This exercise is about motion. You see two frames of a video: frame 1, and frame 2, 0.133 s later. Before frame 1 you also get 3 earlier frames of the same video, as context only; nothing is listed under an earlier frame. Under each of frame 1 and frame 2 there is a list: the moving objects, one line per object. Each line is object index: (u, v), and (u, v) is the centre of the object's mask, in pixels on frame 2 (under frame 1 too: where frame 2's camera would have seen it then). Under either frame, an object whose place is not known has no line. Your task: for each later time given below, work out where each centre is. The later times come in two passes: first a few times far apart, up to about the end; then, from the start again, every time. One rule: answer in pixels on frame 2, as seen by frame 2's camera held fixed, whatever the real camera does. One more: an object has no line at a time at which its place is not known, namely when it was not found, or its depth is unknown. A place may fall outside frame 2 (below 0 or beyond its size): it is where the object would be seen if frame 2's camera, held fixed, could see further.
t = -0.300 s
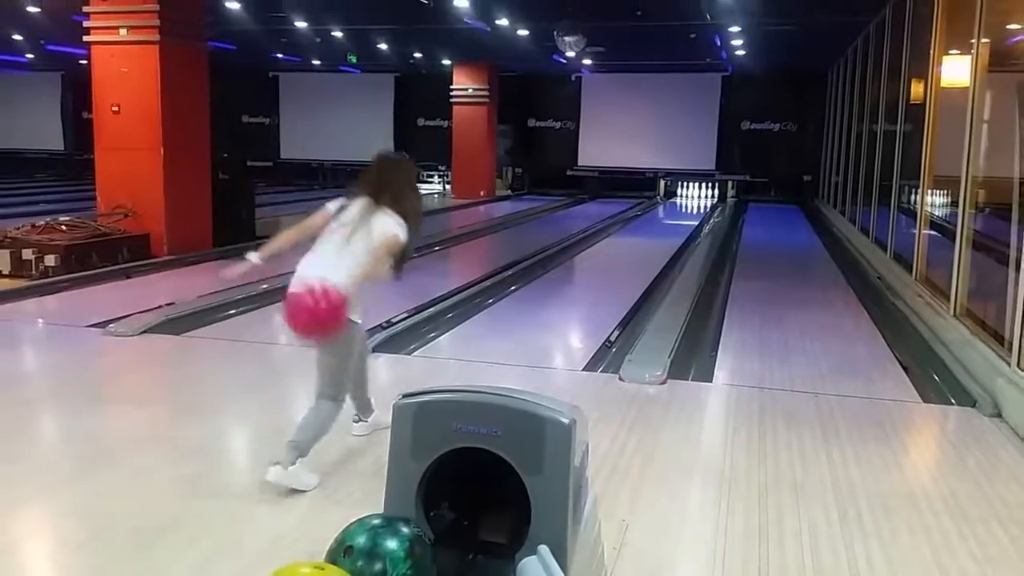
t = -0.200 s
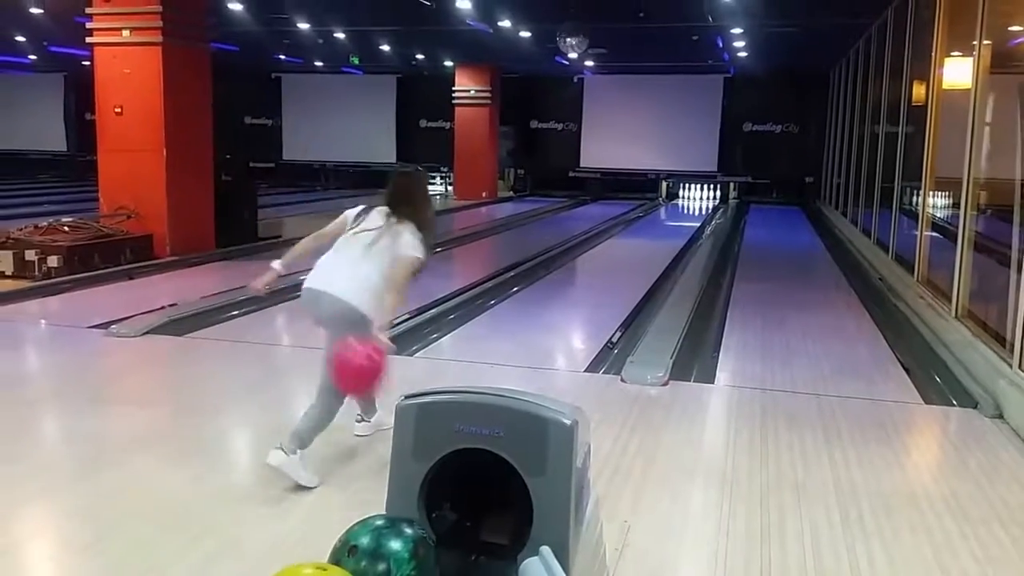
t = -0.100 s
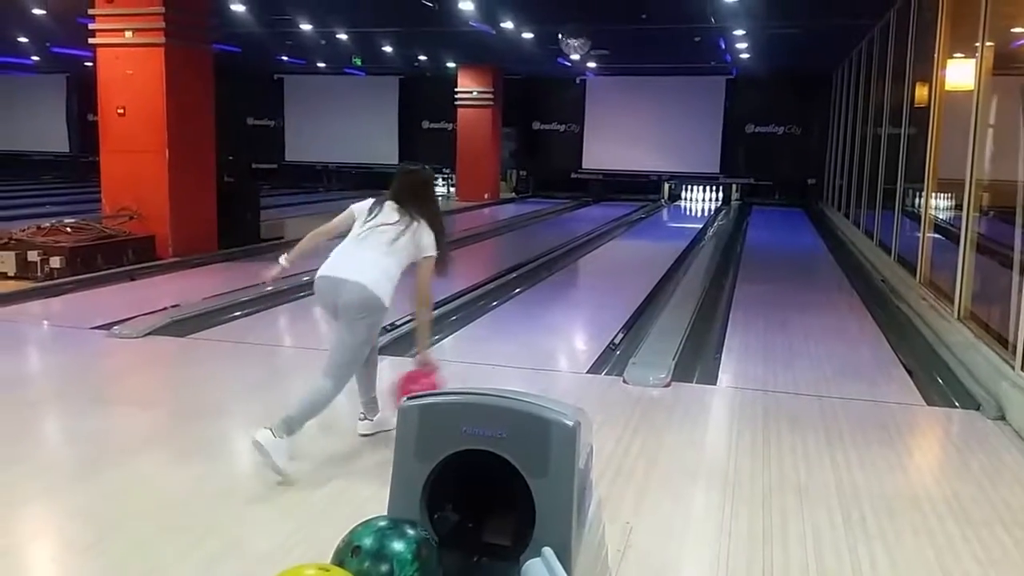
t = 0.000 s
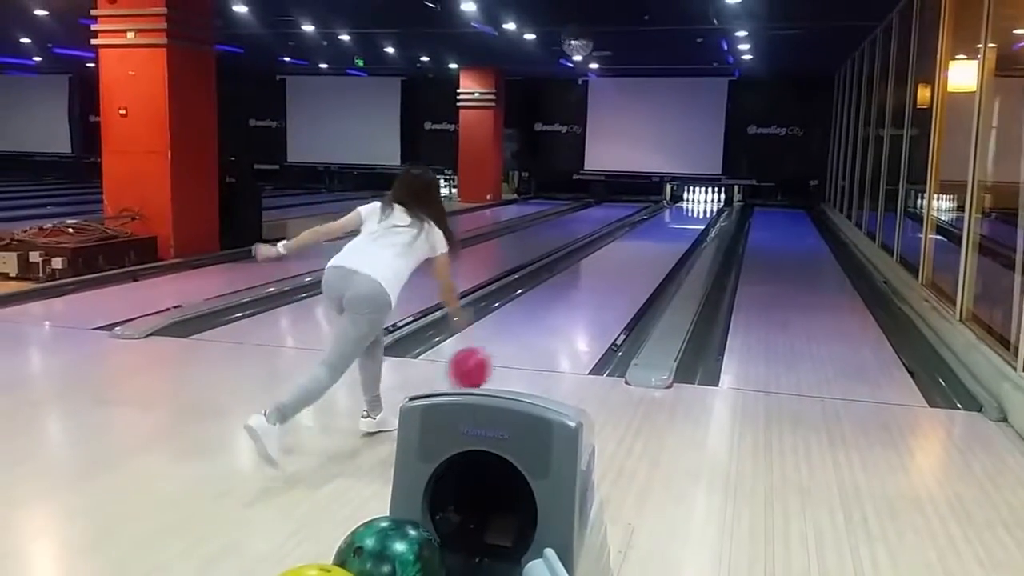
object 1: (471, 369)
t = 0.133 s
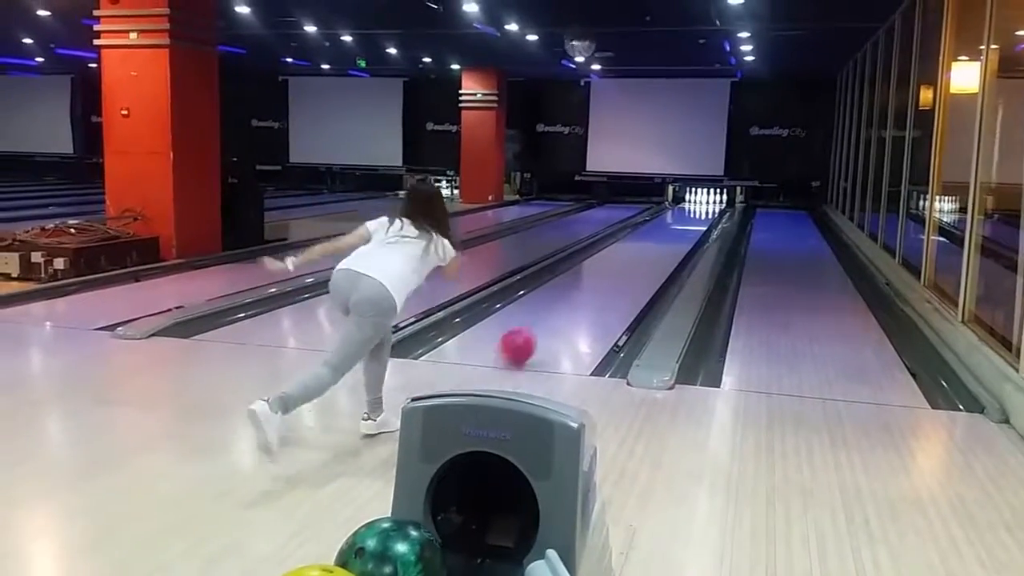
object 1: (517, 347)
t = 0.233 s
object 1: (543, 328)
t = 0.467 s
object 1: (587, 296)
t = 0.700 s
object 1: (617, 274)
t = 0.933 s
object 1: (638, 258)
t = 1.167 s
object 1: (655, 246)
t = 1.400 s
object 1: (668, 237)
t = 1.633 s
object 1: (677, 229)
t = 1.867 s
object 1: (687, 223)
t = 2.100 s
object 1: (693, 219)
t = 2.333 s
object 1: (699, 215)
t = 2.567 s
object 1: (705, 211)
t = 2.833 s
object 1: (709, 207)
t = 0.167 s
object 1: (527, 338)
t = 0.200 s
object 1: (535, 332)
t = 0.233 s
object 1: (543, 328)
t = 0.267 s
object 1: (551, 323)
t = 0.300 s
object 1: (558, 318)
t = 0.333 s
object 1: (564, 313)
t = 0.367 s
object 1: (571, 308)
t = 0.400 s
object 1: (577, 304)
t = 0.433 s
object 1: (582, 300)
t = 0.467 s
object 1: (587, 296)
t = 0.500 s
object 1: (592, 292)
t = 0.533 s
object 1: (597, 289)
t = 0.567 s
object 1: (601, 286)
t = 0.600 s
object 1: (605, 283)
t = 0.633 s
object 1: (609, 280)
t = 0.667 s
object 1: (613, 277)
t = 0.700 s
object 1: (617, 274)
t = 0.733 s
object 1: (620, 272)
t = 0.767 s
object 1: (623, 269)
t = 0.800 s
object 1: (627, 267)
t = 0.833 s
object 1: (630, 264)
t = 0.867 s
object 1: (633, 262)
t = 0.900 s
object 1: (635, 260)
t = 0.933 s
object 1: (638, 258)
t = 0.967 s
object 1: (641, 256)
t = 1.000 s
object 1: (644, 254)
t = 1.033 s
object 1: (646, 253)
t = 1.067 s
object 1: (648, 251)
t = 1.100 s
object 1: (650, 250)
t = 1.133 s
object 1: (653, 248)
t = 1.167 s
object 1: (655, 246)
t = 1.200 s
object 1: (657, 245)
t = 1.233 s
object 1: (659, 244)
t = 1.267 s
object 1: (660, 242)
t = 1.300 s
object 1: (662, 241)
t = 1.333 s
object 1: (664, 240)
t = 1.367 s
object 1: (666, 238)
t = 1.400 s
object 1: (668, 237)
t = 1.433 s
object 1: (669, 236)
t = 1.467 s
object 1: (671, 235)
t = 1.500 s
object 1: (672, 233)
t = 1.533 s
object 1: (673, 232)
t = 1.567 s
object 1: (675, 231)
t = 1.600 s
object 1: (676, 230)
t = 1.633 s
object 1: (677, 229)
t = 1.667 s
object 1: (679, 229)
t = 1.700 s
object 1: (680, 228)
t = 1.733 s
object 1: (682, 227)
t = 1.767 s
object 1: (683, 226)
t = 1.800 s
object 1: (684, 225)
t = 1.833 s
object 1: (685, 224)
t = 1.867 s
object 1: (687, 223)
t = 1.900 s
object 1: (688, 223)
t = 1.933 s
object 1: (688, 222)
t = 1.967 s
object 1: (689, 221)
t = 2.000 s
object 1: (691, 221)
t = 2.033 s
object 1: (691, 220)
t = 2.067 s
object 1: (693, 219)
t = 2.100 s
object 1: (693, 219)
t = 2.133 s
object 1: (694, 218)
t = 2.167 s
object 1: (695, 217)
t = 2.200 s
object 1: (696, 217)
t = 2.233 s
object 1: (696, 216)
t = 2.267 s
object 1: (698, 215)
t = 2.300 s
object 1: (698, 215)
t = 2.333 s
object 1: (699, 215)
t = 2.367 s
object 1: (700, 214)
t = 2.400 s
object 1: (701, 213)
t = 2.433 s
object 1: (701, 213)
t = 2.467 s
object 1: (702, 213)
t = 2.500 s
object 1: (702, 212)
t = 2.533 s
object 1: (703, 212)
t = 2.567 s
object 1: (705, 211)
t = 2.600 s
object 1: (705, 211)
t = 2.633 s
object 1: (706, 210)
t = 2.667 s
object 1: (706, 209)
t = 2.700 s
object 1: (706, 209)
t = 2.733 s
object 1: (707, 209)
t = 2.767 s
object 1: (707, 208)
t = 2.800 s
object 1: (707, 208)
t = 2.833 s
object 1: (709, 207)
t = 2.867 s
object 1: (709, 207)
